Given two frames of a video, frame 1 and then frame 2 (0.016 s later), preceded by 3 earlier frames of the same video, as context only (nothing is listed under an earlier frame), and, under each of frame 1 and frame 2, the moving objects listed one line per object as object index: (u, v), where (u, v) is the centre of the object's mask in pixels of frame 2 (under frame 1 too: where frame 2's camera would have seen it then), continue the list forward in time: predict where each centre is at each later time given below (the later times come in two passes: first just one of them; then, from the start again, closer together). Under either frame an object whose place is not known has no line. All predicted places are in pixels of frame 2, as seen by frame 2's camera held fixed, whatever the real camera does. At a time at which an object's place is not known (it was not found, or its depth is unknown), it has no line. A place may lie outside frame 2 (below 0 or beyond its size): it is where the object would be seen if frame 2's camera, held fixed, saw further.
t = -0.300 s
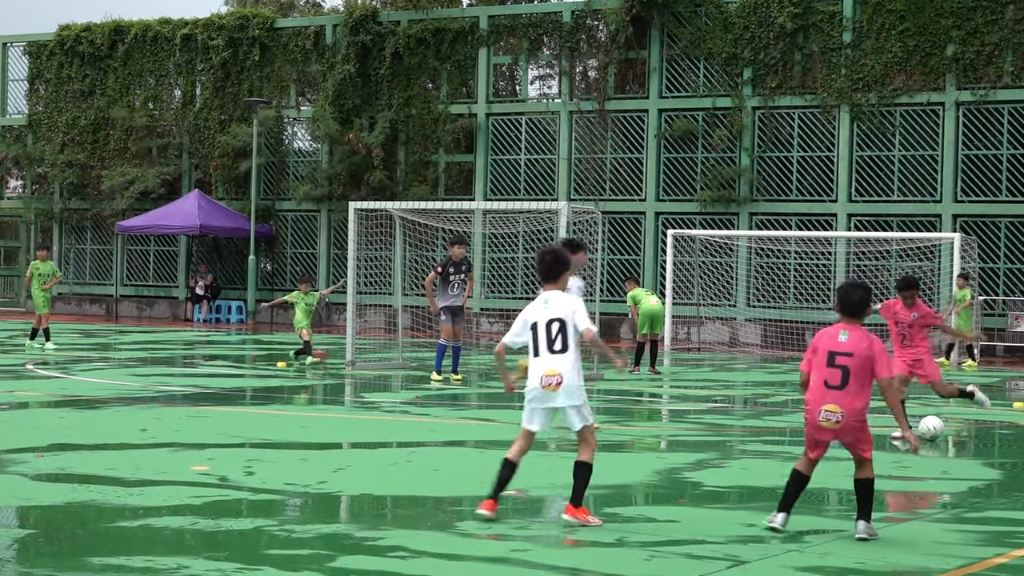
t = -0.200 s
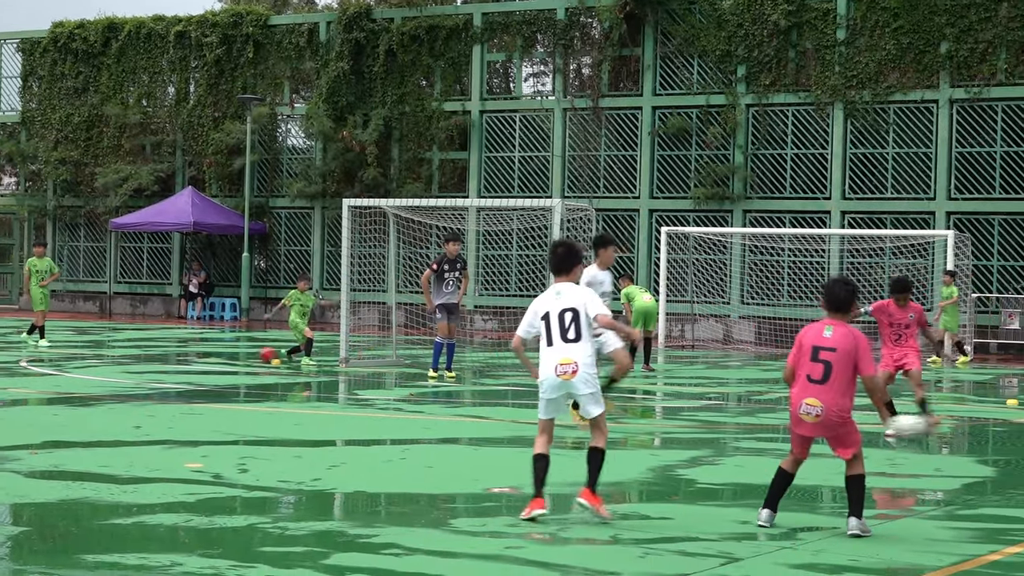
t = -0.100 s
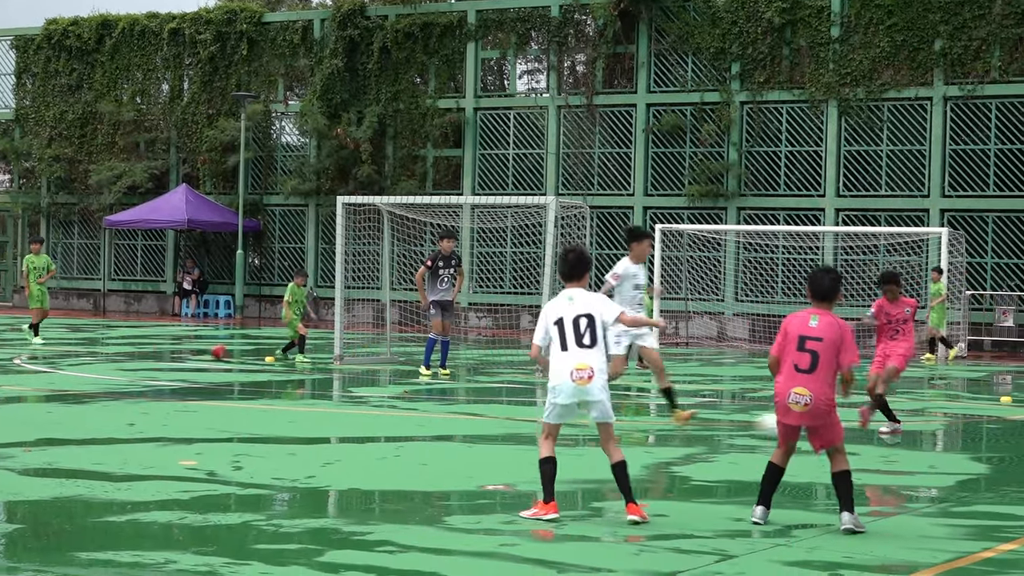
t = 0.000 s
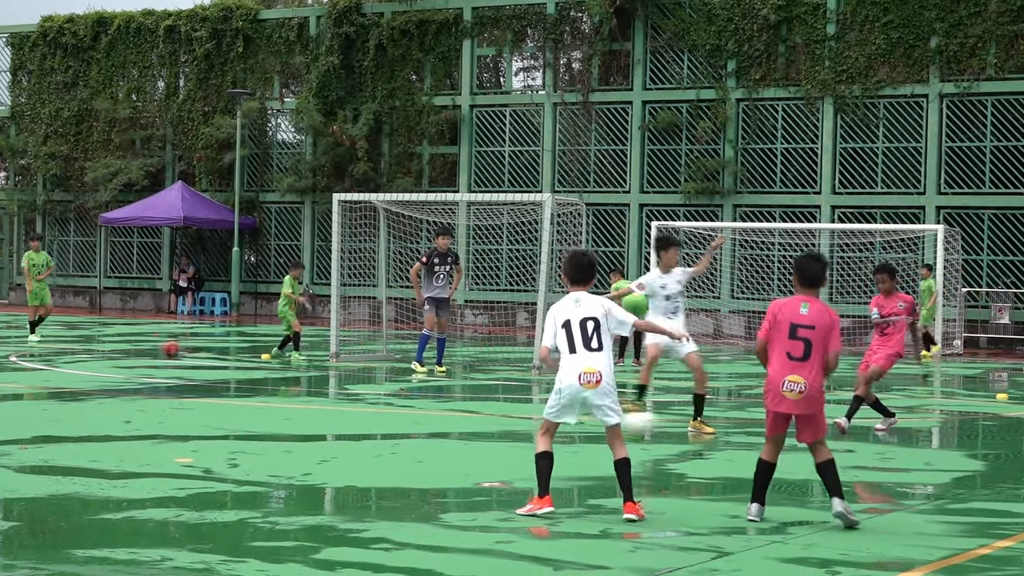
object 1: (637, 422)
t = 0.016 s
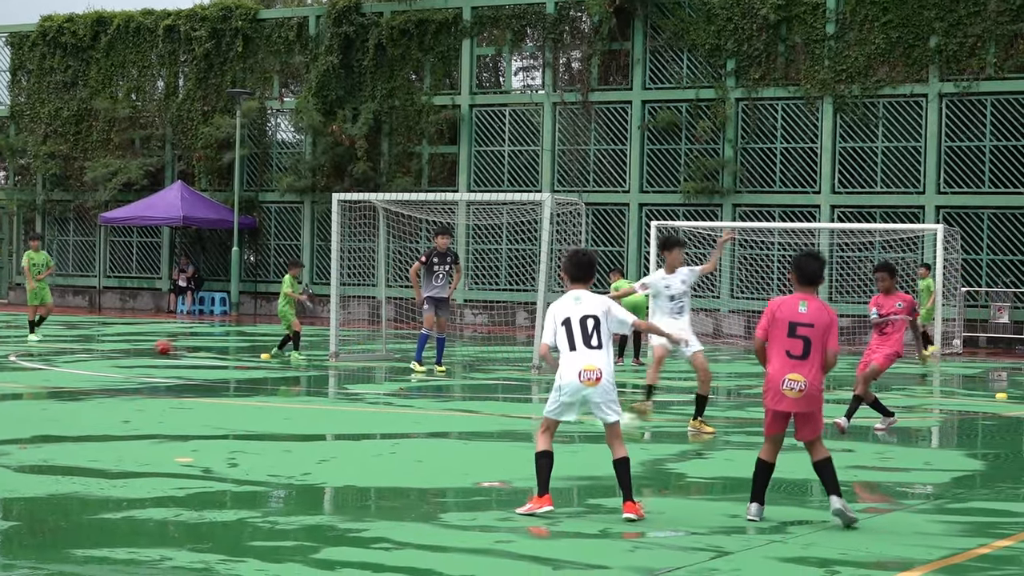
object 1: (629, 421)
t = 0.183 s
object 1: (394, 426)
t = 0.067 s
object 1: (536, 419)
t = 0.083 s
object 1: (524, 423)
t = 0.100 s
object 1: (503, 424)
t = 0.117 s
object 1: (481, 425)
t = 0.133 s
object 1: (459, 427)
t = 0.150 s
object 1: (437, 427)
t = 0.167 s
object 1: (415, 426)
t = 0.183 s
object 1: (394, 426)
